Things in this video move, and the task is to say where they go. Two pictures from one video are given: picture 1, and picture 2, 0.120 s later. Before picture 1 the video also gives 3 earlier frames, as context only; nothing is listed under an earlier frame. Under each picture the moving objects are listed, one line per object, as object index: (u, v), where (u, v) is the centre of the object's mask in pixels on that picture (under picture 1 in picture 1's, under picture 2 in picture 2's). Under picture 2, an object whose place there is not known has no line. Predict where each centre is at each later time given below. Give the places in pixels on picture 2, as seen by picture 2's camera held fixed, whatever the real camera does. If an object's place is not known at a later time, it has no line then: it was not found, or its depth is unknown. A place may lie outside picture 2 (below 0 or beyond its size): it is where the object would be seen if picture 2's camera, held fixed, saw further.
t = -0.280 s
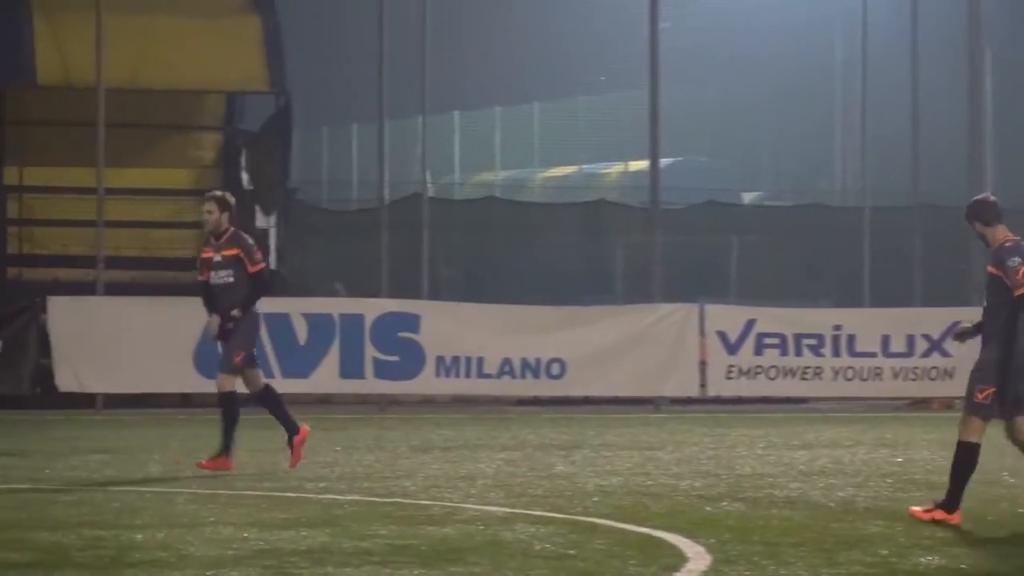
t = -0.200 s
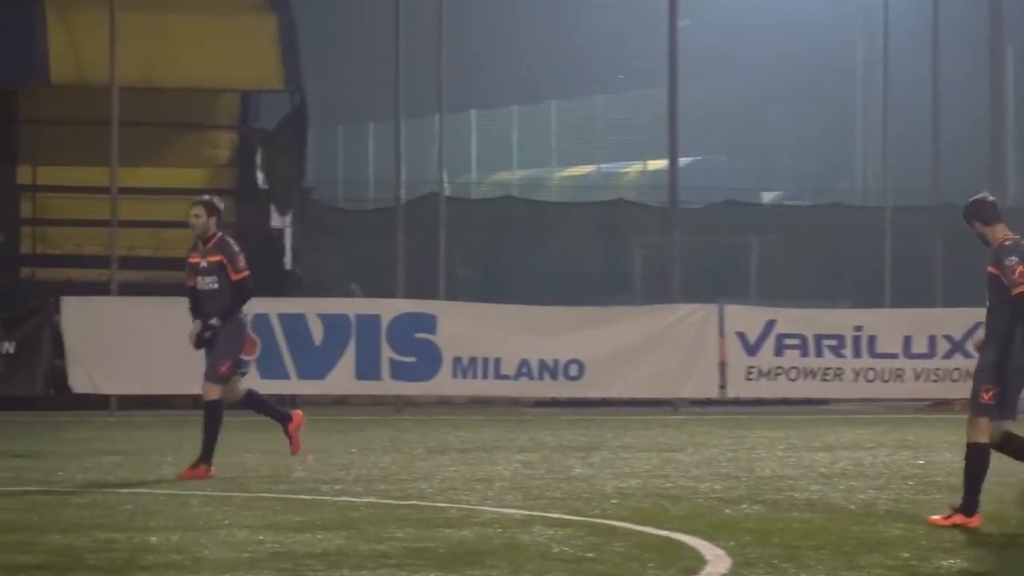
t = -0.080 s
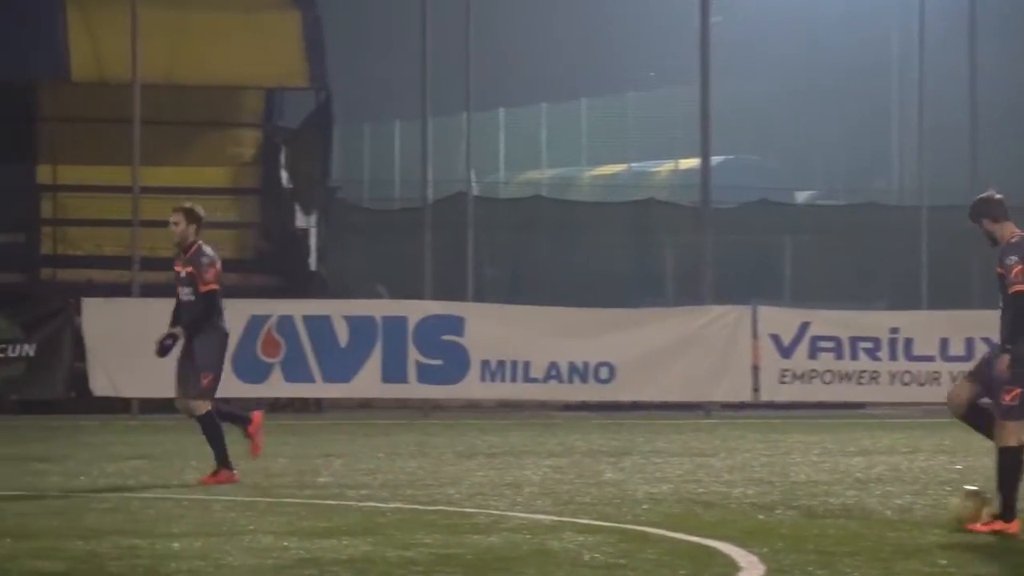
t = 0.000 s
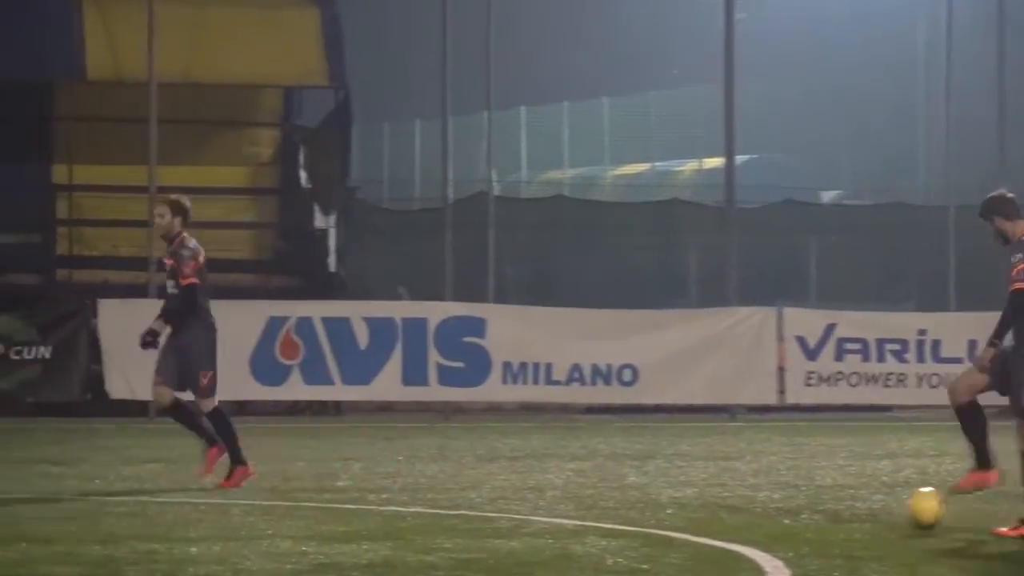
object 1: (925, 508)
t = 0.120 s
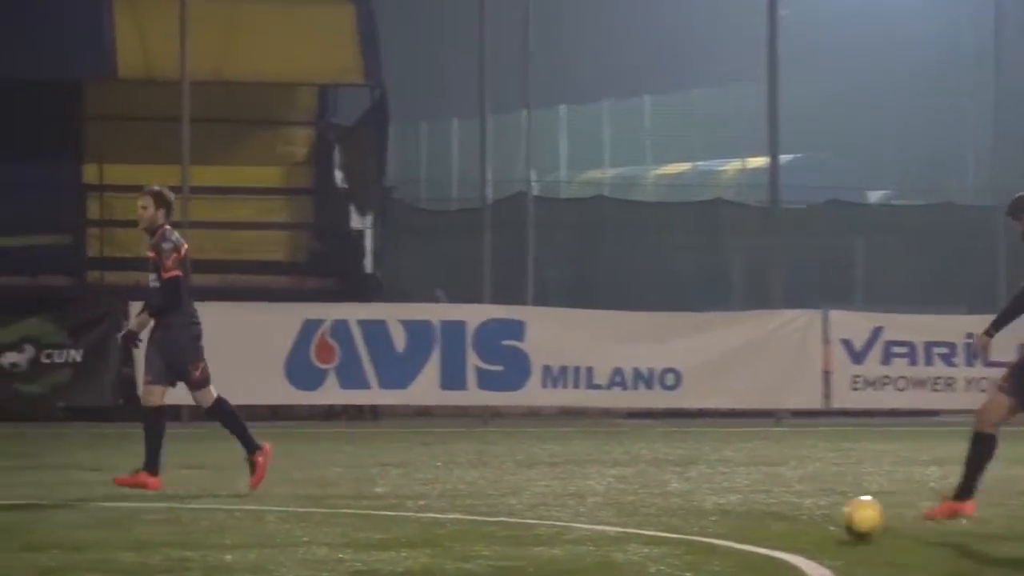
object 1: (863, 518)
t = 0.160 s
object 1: (824, 519)
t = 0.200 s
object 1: (782, 520)
